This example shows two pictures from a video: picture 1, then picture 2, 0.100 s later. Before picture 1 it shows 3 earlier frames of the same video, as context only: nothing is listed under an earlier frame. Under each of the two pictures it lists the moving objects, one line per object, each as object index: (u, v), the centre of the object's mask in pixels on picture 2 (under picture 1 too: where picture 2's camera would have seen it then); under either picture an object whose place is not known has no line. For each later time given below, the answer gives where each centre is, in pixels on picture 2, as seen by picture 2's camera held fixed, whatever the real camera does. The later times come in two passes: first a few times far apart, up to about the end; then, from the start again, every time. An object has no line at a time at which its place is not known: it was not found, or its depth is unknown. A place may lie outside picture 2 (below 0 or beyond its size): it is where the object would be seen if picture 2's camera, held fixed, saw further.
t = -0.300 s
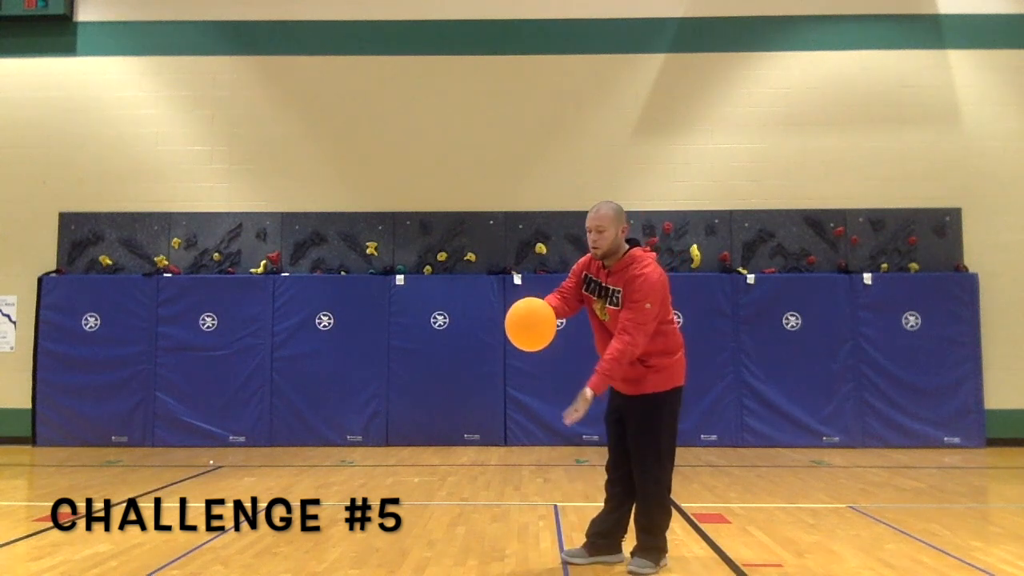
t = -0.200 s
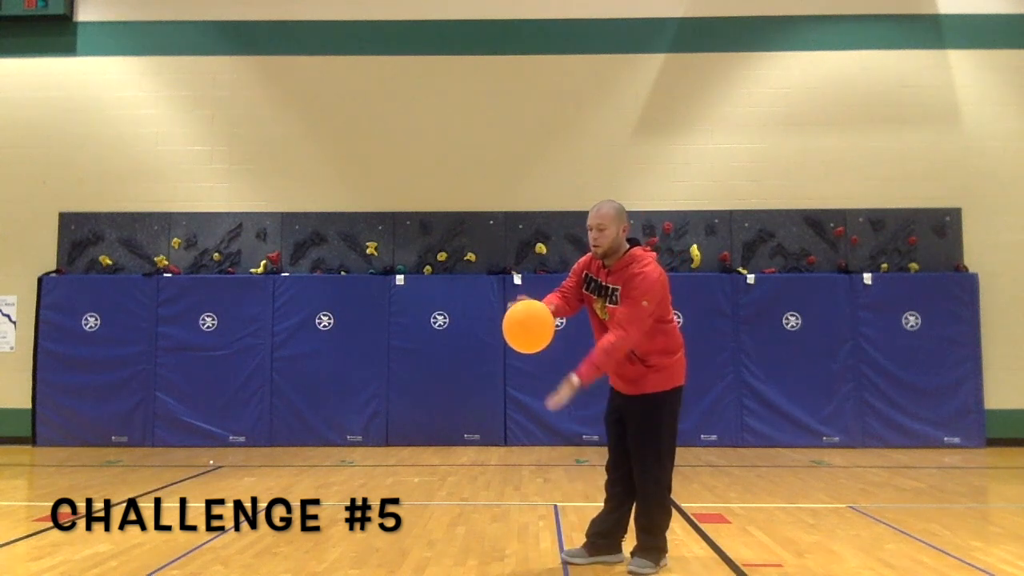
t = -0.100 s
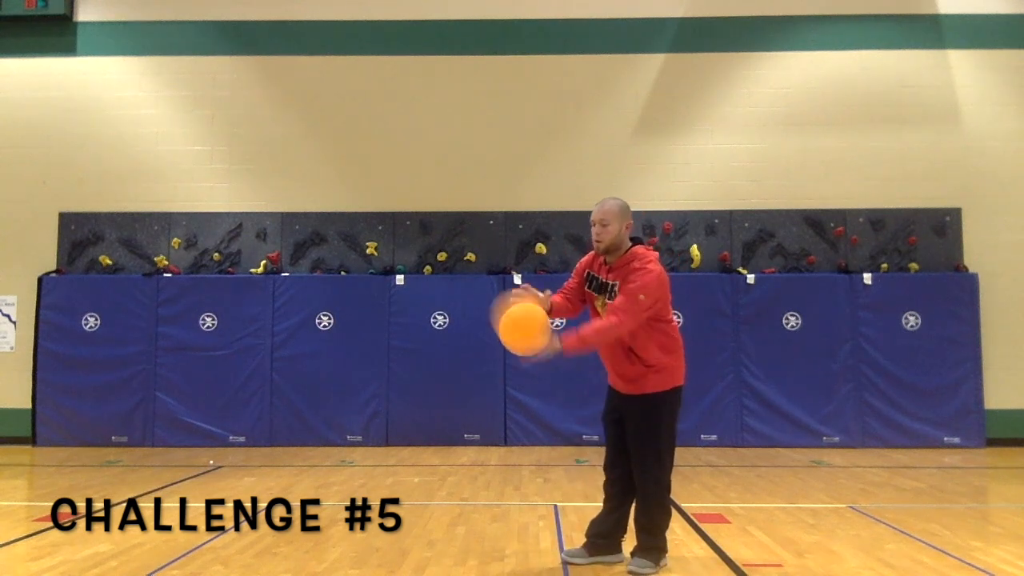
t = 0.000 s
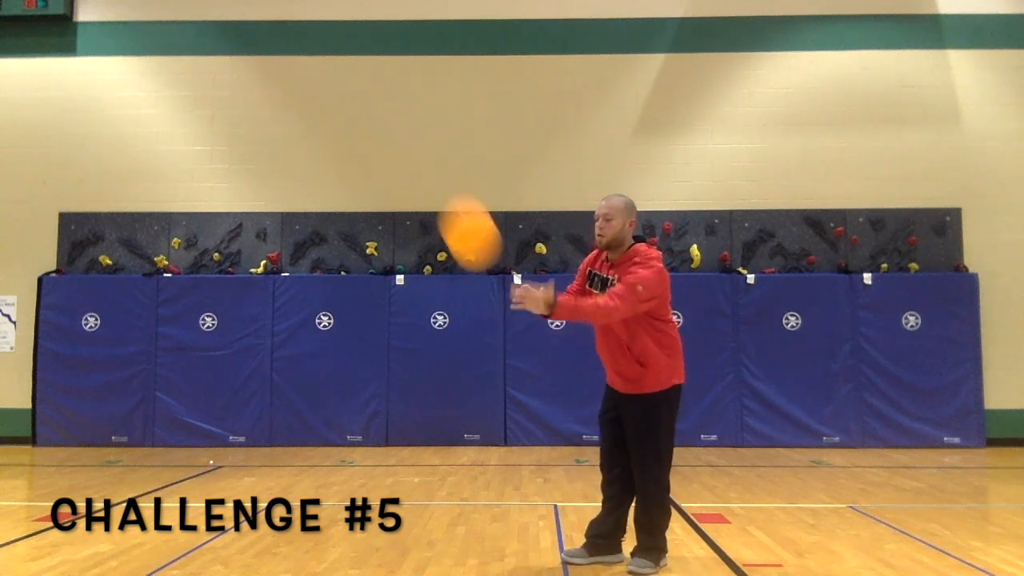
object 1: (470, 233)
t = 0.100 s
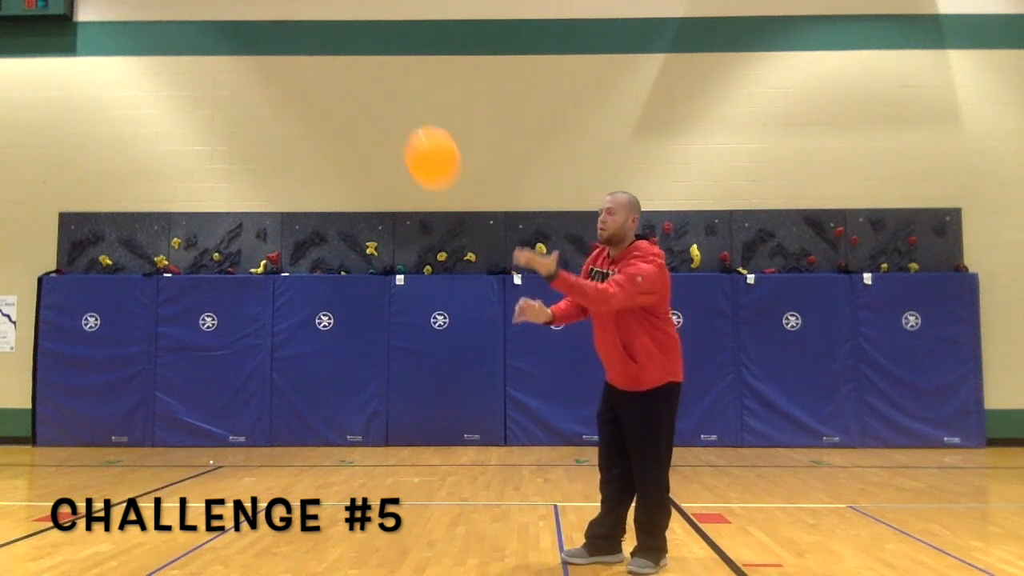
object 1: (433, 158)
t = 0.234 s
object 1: (405, 102)
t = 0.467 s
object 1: (364, 53)
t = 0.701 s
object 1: (320, 20)
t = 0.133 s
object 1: (424, 140)
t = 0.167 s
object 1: (417, 125)
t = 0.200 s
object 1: (411, 112)
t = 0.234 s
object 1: (405, 102)
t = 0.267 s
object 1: (399, 94)
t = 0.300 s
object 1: (394, 86)
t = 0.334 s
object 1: (389, 79)
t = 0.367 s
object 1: (383, 73)
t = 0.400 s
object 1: (377, 66)
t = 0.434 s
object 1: (371, 59)
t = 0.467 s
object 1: (364, 53)
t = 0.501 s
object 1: (357, 46)
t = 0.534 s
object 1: (350, 40)
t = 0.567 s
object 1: (344, 35)
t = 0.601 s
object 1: (337, 30)
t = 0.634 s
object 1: (331, 26)
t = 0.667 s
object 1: (326, 23)
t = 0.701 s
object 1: (320, 20)
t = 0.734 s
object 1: (314, 18)
